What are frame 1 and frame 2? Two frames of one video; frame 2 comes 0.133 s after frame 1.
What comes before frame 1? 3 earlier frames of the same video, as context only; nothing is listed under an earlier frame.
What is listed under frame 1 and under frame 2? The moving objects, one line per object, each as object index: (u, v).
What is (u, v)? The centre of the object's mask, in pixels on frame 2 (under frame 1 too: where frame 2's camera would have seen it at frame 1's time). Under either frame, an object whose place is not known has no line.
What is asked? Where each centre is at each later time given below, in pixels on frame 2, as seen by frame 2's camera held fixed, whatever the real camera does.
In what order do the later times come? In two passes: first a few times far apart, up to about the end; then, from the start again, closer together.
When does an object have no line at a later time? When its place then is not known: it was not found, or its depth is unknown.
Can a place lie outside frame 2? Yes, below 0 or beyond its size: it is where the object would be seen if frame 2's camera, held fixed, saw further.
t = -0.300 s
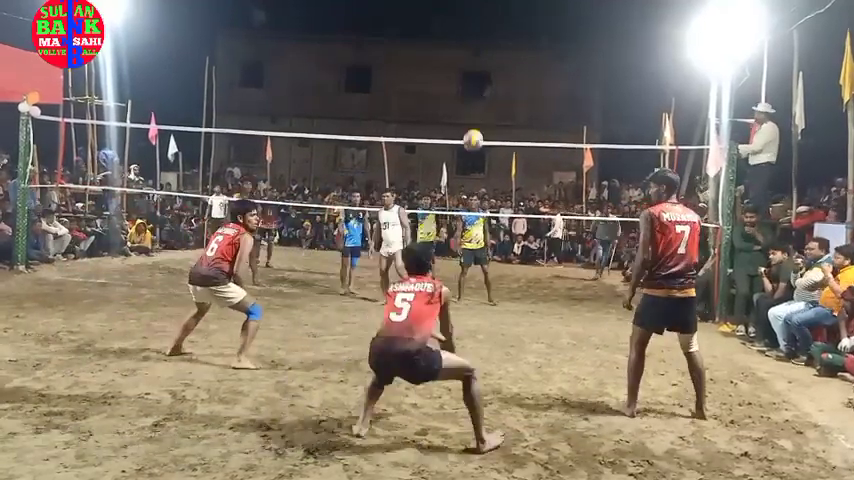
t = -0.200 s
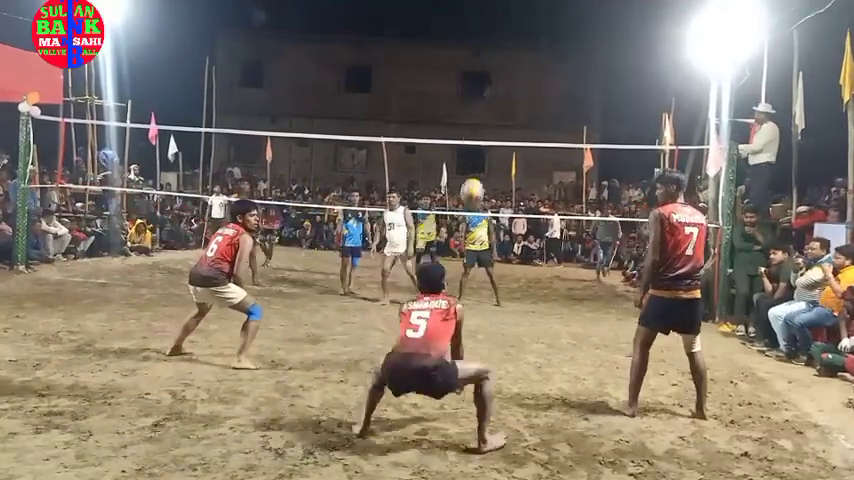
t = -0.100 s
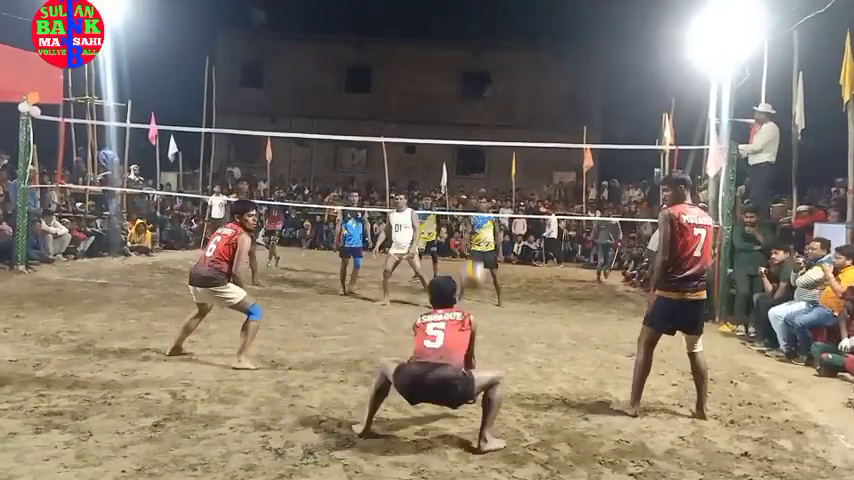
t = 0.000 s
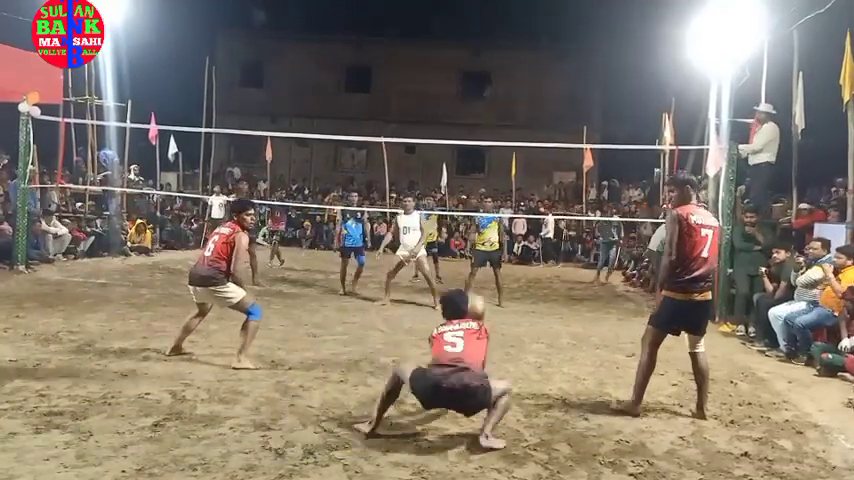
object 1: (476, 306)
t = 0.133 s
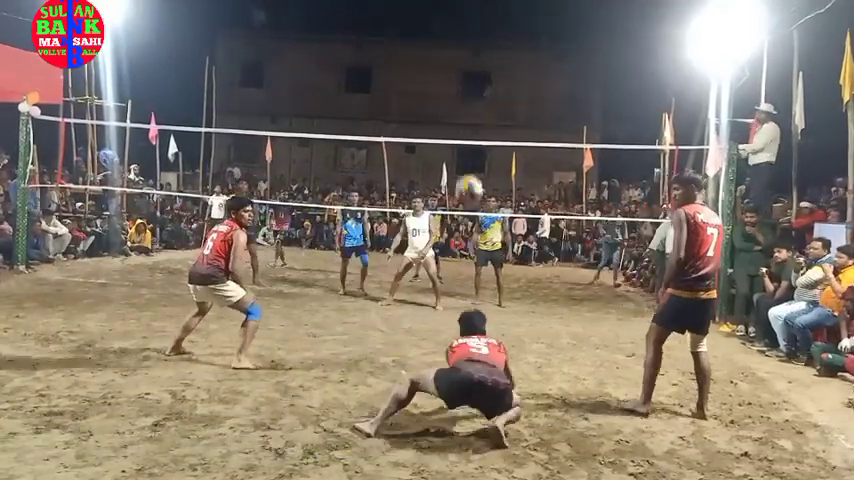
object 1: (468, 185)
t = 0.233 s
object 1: (465, 123)
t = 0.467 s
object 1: (454, 33)
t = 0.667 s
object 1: (444, 11)
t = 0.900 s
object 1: (431, 34)
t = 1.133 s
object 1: (417, 98)
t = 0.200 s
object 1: (466, 143)
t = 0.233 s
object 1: (465, 123)
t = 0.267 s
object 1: (464, 105)
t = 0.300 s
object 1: (462, 89)
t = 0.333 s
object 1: (461, 74)
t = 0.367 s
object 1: (459, 63)
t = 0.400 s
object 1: (458, 51)
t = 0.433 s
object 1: (456, 41)
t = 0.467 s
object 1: (454, 33)
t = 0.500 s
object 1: (453, 26)
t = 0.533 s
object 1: (451, 21)
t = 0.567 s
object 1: (450, 17)
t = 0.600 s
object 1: (448, 13)
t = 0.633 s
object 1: (446, 11)
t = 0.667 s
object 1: (444, 11)
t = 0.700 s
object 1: (442, 12)
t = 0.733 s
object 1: (441, 13)
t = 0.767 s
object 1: (439, 15)
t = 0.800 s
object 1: (437, 18)
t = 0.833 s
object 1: (435, 23)
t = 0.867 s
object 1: (433, 29)
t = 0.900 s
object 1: (431, 34)
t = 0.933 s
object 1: (429, 41)
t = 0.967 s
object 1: (427, 49)
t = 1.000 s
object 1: (426, 58)
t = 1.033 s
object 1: (423, 67)
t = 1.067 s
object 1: (421, 76)
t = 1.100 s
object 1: (419, 87)
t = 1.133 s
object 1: (417, 98)
